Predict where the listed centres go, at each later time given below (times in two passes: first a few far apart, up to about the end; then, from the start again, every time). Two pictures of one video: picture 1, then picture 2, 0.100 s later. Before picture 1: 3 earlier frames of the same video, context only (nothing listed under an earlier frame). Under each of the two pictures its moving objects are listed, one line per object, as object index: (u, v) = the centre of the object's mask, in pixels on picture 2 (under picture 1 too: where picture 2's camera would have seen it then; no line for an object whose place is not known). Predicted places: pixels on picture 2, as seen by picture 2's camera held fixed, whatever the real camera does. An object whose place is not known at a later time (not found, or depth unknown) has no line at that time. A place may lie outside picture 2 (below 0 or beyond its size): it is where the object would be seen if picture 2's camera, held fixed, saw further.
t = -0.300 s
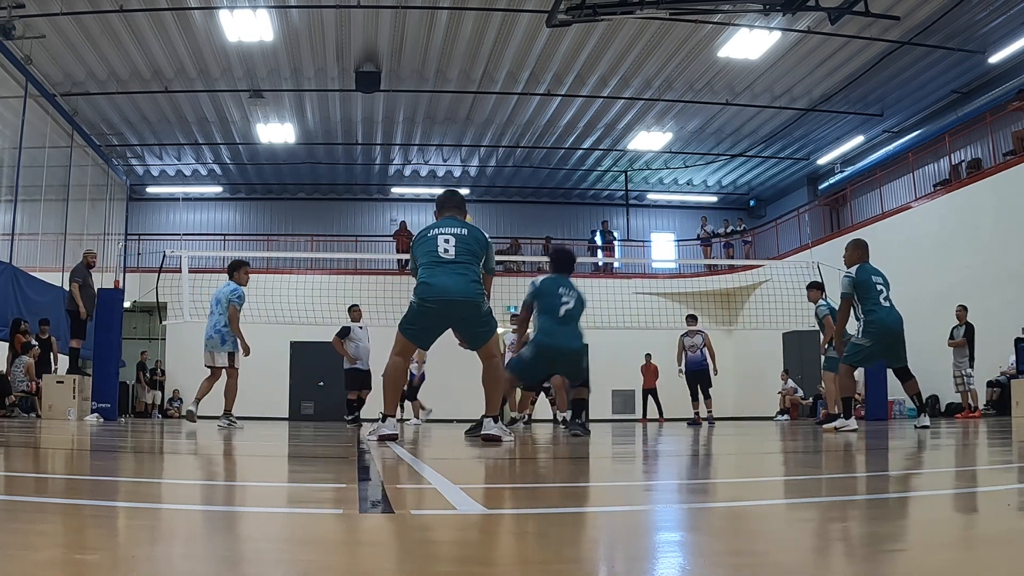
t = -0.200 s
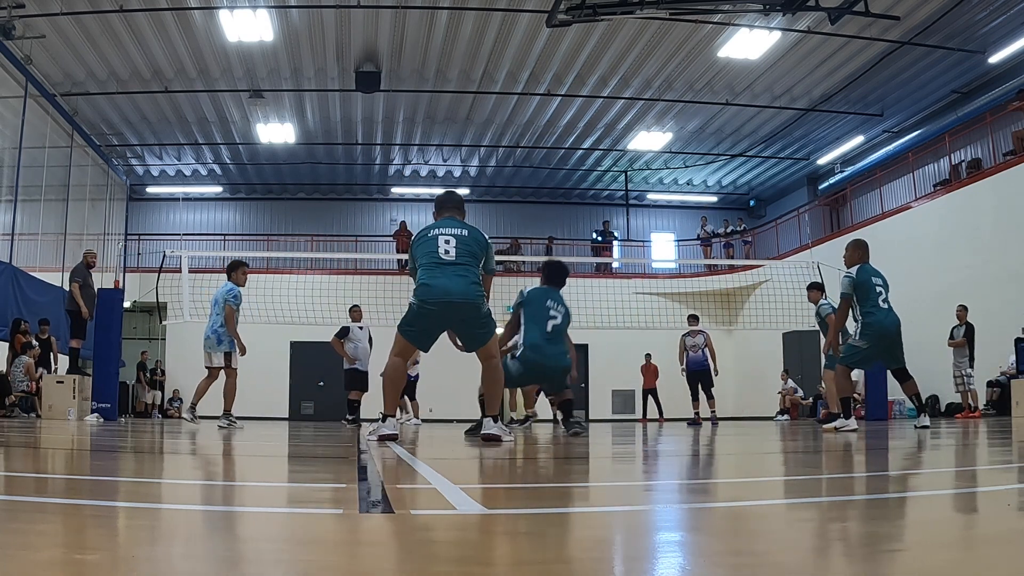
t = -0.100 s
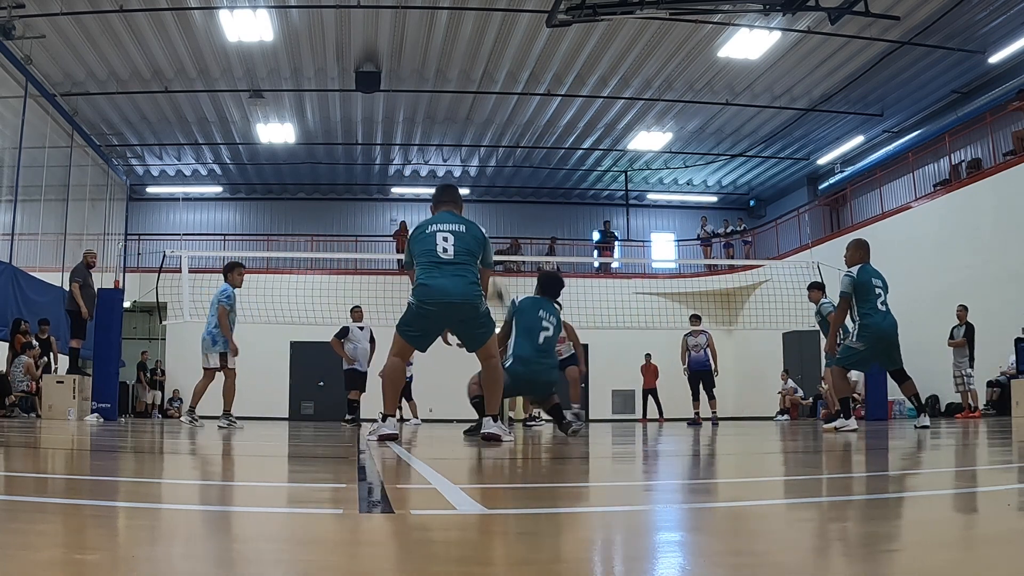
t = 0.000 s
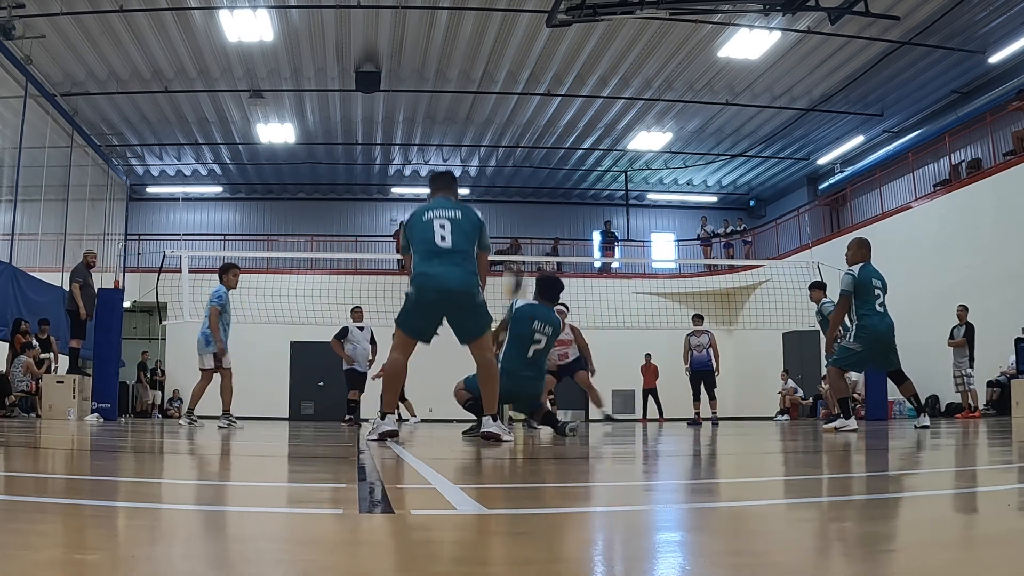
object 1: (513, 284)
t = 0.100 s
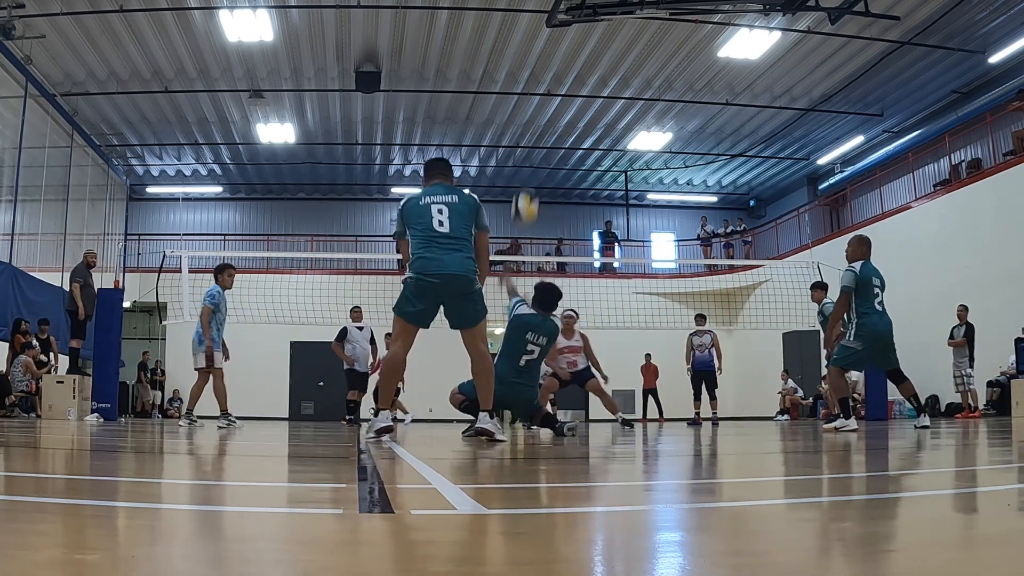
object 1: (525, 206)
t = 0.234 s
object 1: (537, 129)
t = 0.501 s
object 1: (562, 48)
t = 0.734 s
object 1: (583, 40)
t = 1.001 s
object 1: (611, 91)
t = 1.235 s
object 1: (635, 187)
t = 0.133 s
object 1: (528, 184)
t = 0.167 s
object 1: (532, 163)
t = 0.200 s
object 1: (534, 146)
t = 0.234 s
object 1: (537, 129)
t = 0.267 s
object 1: (540, 113)
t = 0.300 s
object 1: (543, 100)
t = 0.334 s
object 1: (547, 88)
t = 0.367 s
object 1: (550, 76)
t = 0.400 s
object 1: (553, 69)
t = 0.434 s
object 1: (555, 61)
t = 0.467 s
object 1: (559, 54)
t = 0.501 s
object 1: (562, 48)
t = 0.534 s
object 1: (564, 44)
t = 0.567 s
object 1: (568, 40)
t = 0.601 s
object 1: (571, 39)
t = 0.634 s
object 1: (574, 38)
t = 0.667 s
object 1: (577, 37)
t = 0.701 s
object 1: (580, 39)
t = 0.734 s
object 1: (583, 40)
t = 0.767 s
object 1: (587, 43)
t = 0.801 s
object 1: (590, 47)
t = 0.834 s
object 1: (593, 53)
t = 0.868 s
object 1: (596, 58)
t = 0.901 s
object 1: (600, 65)
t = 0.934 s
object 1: (603, 72)
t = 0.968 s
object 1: (607, 80)
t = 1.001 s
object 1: (611, 91)
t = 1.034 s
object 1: (614, 102)
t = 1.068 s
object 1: (617, 112)
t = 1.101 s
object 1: (622, 126)
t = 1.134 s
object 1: (623, 138)
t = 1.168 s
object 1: (629, 155)
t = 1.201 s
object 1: (632, 171)
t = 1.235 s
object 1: (635, 187)
